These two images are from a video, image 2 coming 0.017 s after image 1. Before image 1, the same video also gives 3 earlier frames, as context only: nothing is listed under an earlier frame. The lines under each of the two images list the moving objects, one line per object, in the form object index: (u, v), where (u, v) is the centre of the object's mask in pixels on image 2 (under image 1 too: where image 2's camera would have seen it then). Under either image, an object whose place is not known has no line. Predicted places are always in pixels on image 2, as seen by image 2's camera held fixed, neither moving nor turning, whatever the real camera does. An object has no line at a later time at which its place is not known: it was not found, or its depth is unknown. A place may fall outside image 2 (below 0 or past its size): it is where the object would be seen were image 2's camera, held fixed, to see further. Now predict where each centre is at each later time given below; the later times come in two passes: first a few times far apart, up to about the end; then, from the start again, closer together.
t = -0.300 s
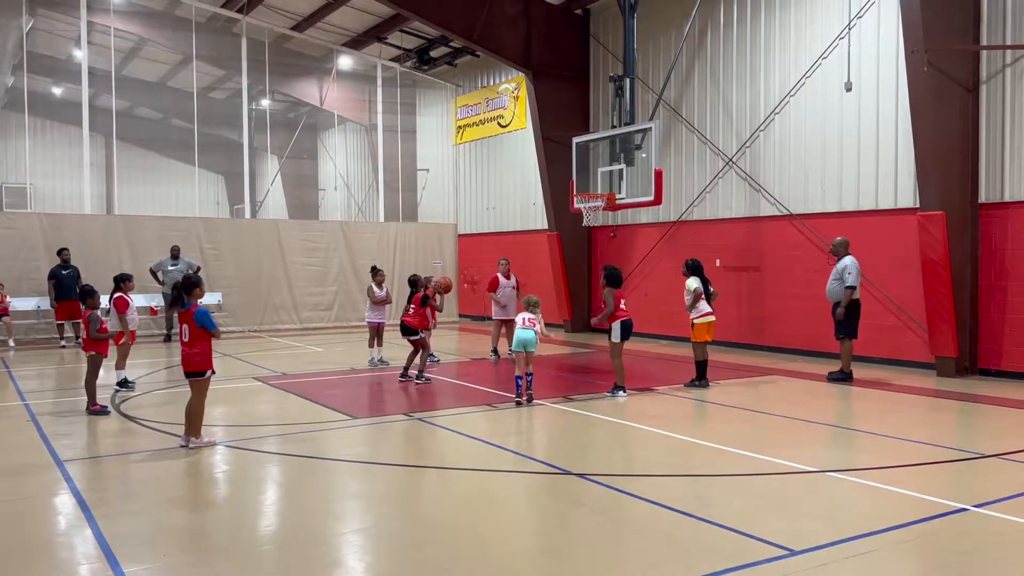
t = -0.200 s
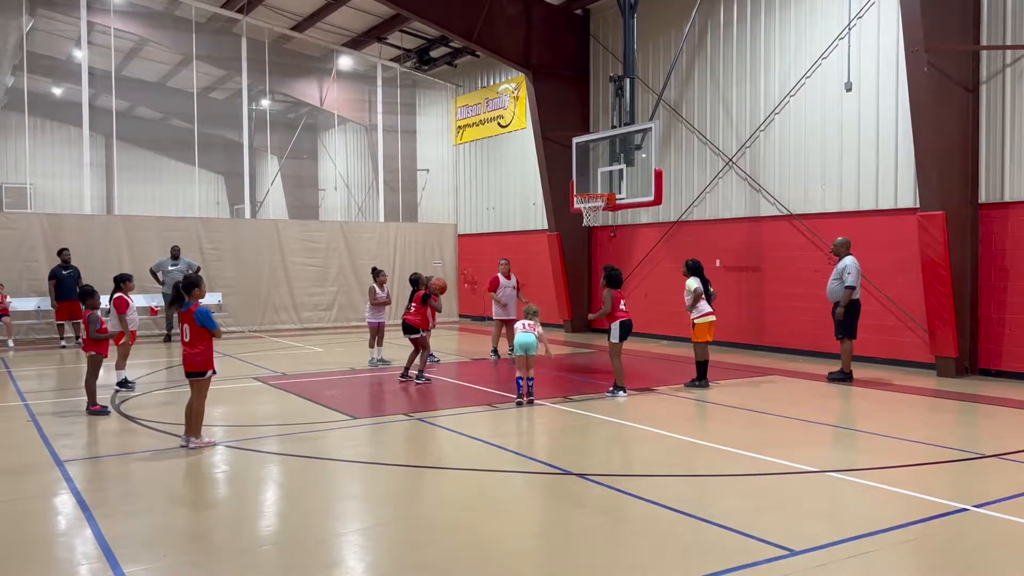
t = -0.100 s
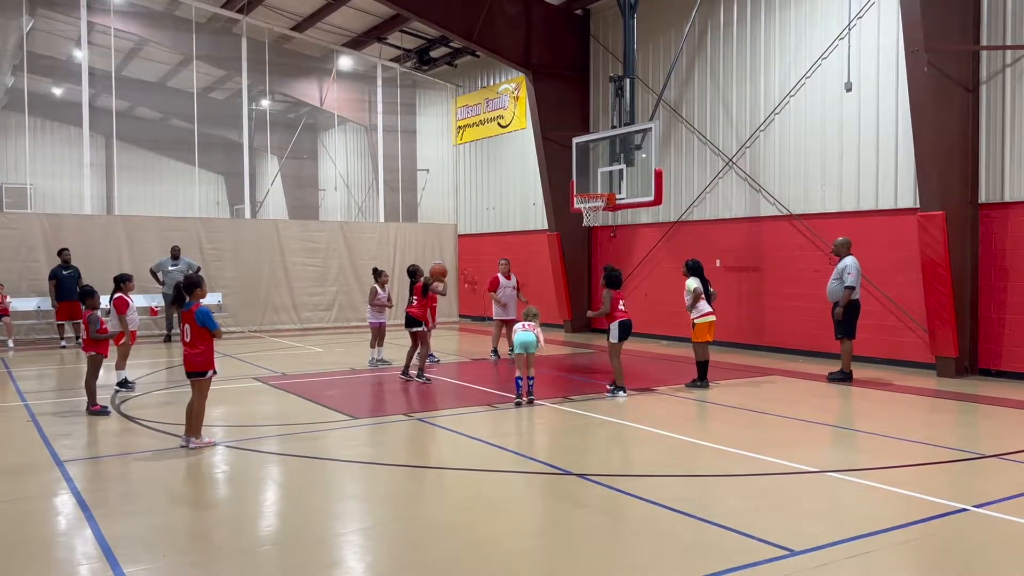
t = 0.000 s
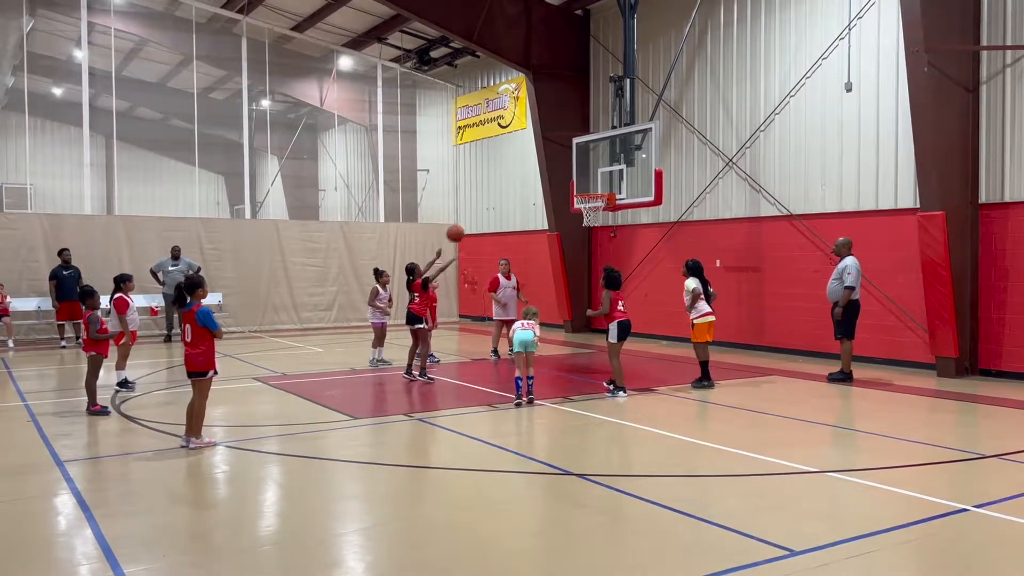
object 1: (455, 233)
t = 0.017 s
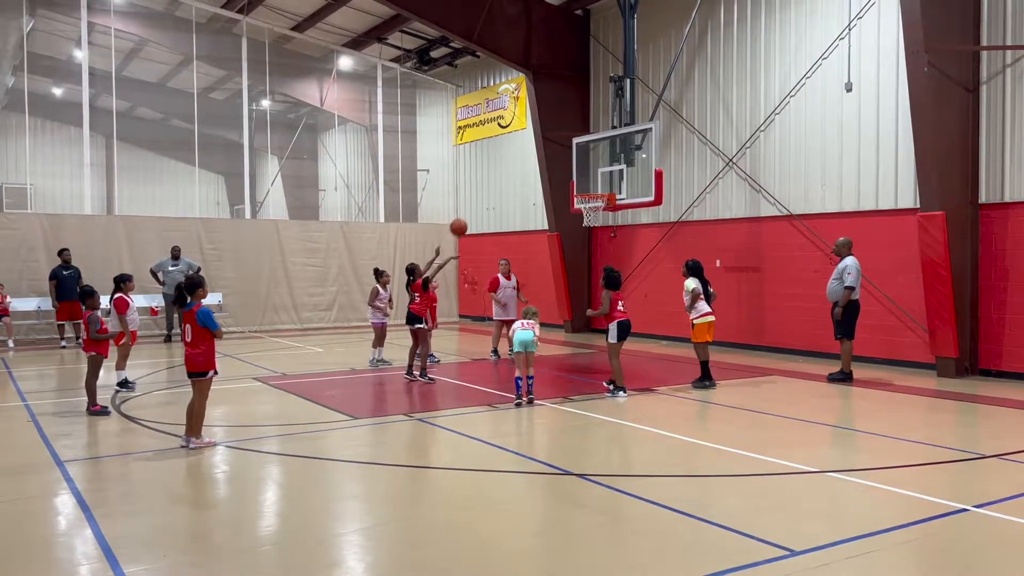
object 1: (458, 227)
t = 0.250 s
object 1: (505, 160)
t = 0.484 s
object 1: (548, 135)
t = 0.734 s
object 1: (591, 153)
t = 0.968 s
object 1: (585, 198)
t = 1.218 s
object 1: (581, 208)
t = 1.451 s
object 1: (592, 246)
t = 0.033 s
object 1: (462, 221)
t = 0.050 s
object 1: (465, 215)
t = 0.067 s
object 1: (469, 209)
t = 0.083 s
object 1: (472, 203)
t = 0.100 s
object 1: (475, 198)
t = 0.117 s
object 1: (479, 193)
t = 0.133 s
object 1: (482, 188)
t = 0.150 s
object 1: (485, 183)
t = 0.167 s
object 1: (489, 179)
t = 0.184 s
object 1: (492, 175)
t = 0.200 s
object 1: (495, 171)
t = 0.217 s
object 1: (498, 167)
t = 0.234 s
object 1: (501, 163)
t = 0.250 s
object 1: (505, 160)
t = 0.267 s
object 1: (508, 157)
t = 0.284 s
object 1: (511, 154)
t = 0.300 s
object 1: (514, 151)
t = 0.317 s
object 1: (517, 149)
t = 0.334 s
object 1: (520, 147)
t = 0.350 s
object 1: (524, 145)
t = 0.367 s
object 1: (527, 143)
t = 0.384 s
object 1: (529, 141)
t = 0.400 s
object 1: (533, 140)
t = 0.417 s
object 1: (536, 138)
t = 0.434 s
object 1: (539, 137)
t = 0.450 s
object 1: (543, 136)
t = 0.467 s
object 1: (545, 136)
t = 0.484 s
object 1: (548, 135)
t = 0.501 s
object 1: (551, 135)
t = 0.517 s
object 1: (553, 135)
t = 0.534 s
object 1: (557, 136)
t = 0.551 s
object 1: (560, 136)
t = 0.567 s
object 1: (563, 137)
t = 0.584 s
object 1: (565, 137)
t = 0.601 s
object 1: (568, 138)
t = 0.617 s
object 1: (571, 139)
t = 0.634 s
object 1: (574, 141)
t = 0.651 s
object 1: (577, 143)
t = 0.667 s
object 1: (580, 144)
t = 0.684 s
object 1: (583, 145)
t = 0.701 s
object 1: (586, 148)
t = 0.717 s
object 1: (588, 151)
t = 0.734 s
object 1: (591, 153)
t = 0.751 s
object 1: (594, 156)
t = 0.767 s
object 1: (597, 159)
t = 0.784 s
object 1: (600, 163)
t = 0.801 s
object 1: (603, 165)
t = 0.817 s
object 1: (603, 168)
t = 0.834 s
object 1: (602, 171)
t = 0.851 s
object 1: (600, 174)
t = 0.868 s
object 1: (598, 176)
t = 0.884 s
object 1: (595, 180)
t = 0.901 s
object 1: (593, 183)
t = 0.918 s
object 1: (591, 186)
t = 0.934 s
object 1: (589, 188)
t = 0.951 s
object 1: (586, 190)
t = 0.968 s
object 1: (585, 198)
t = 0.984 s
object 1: (583, 202)
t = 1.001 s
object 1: (580, 205)
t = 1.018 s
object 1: (578, 205)
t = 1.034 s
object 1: (578, 205)
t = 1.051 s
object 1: (577, 205)
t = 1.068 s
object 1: (577, 205)
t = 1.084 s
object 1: (577, 205)
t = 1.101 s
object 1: (577, 205)
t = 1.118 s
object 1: (578, 205)
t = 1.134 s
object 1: (578, 206)
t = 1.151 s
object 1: (580, 206)
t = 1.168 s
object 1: (580, 206)
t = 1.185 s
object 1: (581, 206)
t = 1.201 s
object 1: (581, 207)
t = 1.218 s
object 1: (581, 208)
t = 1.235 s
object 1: (582, 210)
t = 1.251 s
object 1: (588, 213)
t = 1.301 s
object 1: (586, 225)
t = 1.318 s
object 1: (586, 226)
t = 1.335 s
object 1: (587, 227)
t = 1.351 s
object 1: (588, 228)
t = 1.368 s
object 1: (589, 231)
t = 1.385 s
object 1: (590, 233)
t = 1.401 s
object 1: (590, 235)
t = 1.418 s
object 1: (591, 239)
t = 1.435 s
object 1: (591, 242)
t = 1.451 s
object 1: (592, 246)
